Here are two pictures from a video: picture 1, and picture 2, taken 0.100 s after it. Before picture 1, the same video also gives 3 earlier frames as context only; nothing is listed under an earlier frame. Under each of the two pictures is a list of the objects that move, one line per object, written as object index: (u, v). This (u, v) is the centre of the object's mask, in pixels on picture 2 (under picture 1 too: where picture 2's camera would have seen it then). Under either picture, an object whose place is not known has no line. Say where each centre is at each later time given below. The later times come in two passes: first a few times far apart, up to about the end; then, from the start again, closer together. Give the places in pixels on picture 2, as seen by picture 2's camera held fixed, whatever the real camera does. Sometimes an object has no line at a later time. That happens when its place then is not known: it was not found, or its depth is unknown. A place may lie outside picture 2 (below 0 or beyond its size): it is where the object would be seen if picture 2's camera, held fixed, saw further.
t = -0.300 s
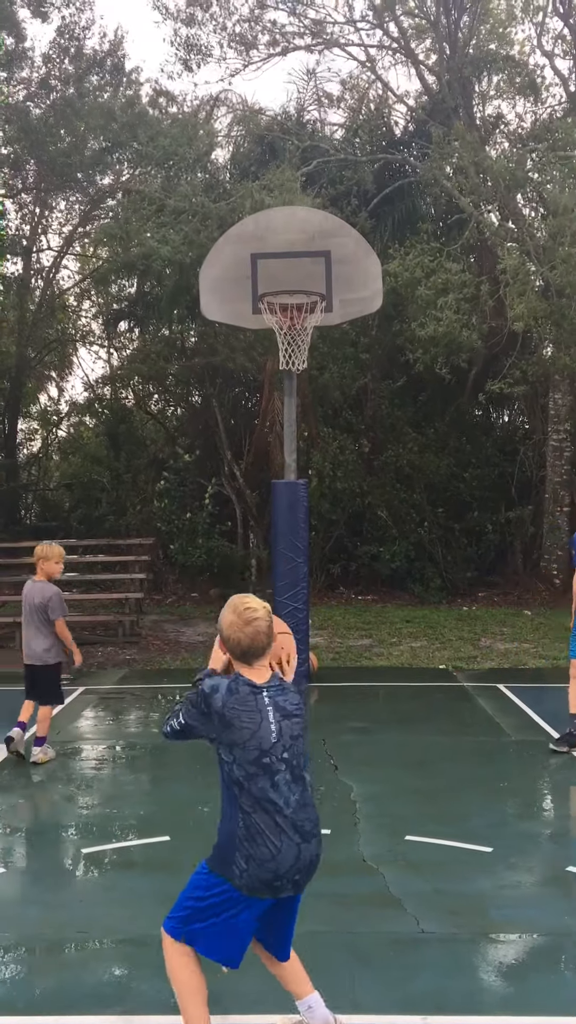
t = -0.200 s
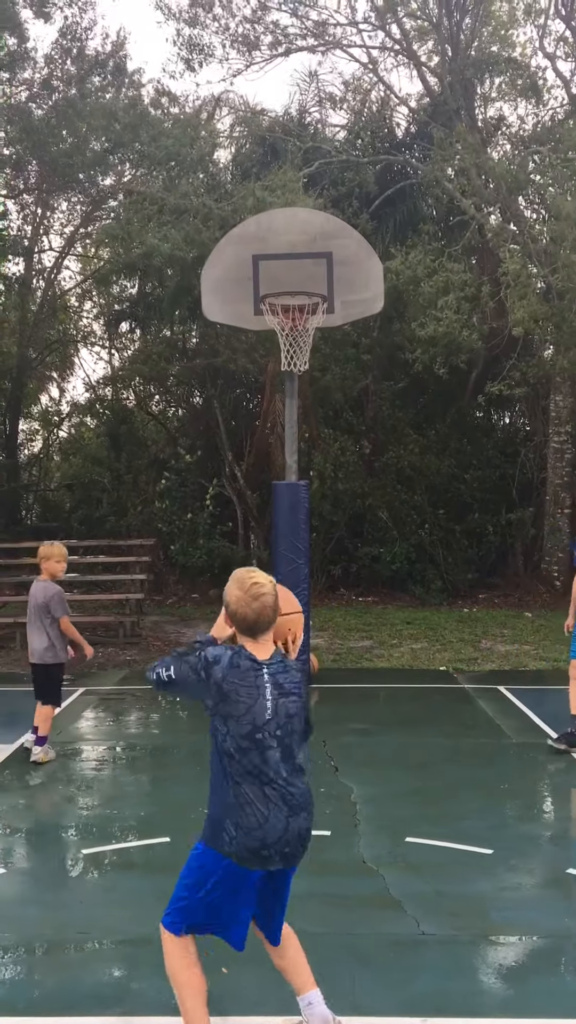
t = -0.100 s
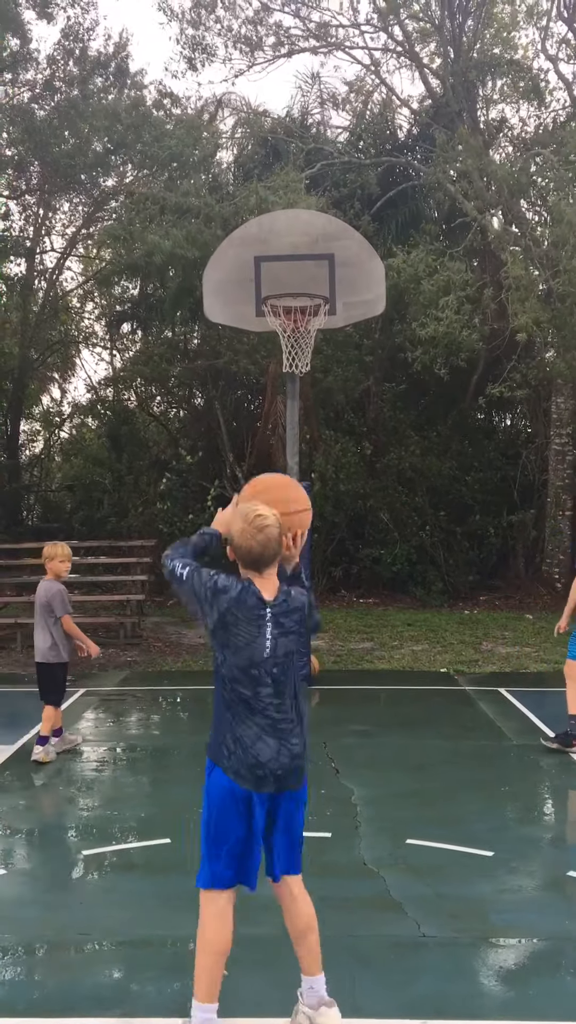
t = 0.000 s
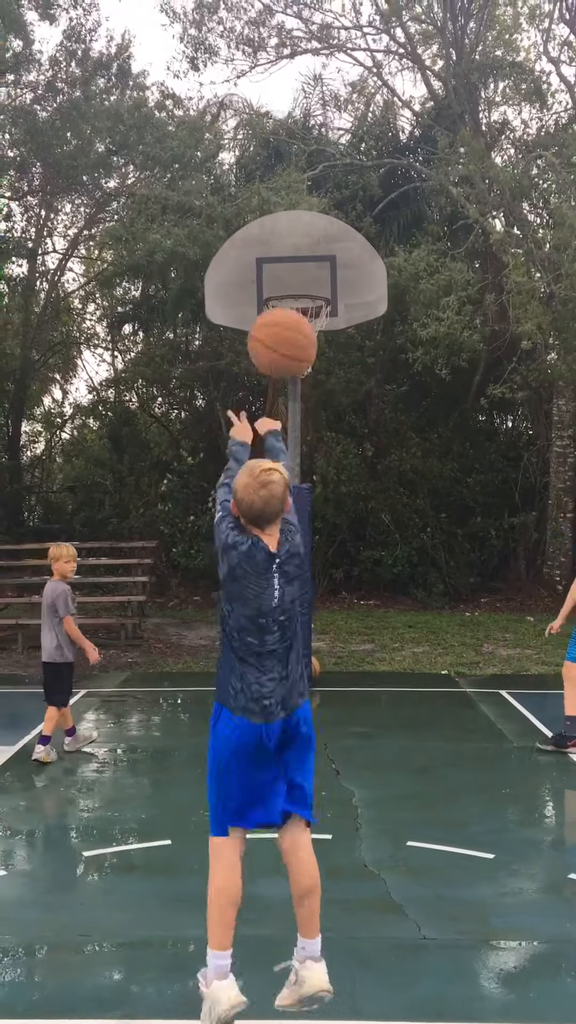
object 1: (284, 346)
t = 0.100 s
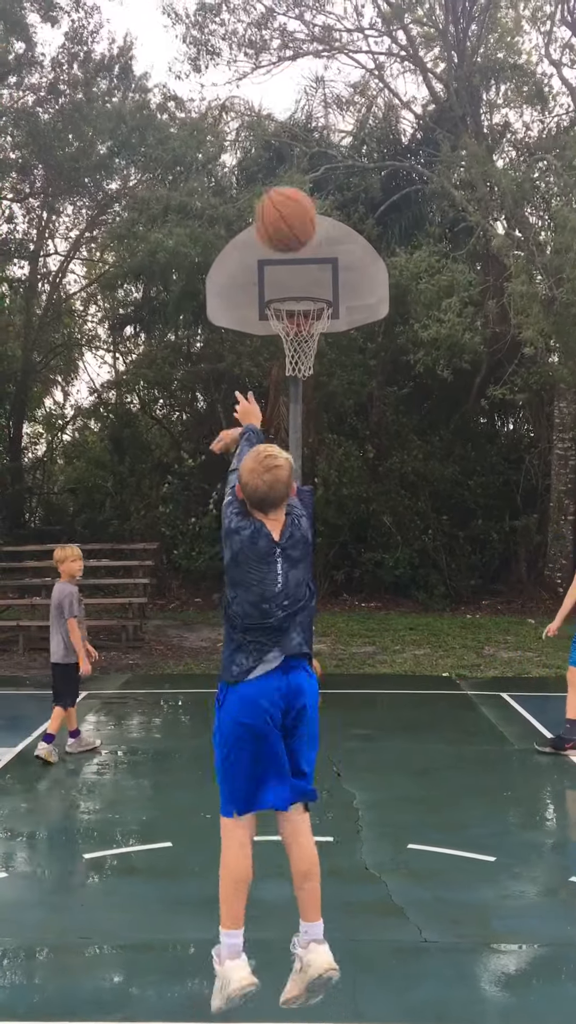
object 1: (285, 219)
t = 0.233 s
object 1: (286, 122)
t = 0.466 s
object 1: (289, 74)
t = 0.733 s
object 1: (290, 144)
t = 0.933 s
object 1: (291, 250)
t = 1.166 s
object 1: (317, 360)
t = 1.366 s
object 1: (338, 445)
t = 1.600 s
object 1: (365, 623)
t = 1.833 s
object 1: (389, 643)
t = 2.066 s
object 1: (410, 518)
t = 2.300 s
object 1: (433, 473)
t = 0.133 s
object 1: (285, 188)
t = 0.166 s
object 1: (286, 162)
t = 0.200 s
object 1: (286, 140)
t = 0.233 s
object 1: (286, 122)
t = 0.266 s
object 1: (288, 106)
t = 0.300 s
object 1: (288, 95)
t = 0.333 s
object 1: (288, 86)
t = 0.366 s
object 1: (288, 79)
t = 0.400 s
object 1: (288, 75)
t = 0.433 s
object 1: (289, 74)
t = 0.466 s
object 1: (289, 74)
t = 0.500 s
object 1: (289, 77)
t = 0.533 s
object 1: (289, 82)
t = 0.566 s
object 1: (289, 88)
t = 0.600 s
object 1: (290, 97)
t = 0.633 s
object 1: (290, 107)
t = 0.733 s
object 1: (290, 144)
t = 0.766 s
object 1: (290, 158)
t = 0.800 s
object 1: (291, 175)
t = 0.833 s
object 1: (291, 192)
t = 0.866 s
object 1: (291, 210)
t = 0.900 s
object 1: (291, 229)
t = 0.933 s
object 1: (291, 250)
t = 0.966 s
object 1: (292, 270)
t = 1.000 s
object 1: (292, 286)
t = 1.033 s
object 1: (293, 315)
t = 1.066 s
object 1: (300, 324)
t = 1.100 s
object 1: (308, 339)
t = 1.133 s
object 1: (314, 353)
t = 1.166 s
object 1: (317, 360)
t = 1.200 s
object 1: (320, 370)
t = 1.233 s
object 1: (324, 382)
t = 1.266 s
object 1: (327, 396)
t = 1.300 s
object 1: (331, 411)
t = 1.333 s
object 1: (335, 427)
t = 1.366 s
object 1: (338, 445)
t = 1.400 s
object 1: (342, 465)
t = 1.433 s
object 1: (346, 487)
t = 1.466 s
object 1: (350, 511)
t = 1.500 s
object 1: (354, 537)
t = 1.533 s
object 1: (358, 564)
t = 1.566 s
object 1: (362, 592)
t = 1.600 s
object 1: (365, 623)
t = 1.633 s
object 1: (370, 657)
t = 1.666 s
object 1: (374, 692)
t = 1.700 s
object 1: (378, 730)
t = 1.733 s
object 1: (381, 719)
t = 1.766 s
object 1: (384, 692)
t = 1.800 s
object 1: (386, 667)
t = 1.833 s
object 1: (389, 643)
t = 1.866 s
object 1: (392, 620)
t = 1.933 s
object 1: (397, 581)
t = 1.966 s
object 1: (401, 563)
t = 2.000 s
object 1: (404, 546)
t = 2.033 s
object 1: (407, 531)
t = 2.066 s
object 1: (410, 518)
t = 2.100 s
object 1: (413, 507)
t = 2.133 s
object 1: (416, 497)
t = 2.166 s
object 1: (420, 488)
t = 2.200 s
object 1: (423, 482)
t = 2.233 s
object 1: (426, 477)
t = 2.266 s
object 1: (430, 474)
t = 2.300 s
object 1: (433, 473)
